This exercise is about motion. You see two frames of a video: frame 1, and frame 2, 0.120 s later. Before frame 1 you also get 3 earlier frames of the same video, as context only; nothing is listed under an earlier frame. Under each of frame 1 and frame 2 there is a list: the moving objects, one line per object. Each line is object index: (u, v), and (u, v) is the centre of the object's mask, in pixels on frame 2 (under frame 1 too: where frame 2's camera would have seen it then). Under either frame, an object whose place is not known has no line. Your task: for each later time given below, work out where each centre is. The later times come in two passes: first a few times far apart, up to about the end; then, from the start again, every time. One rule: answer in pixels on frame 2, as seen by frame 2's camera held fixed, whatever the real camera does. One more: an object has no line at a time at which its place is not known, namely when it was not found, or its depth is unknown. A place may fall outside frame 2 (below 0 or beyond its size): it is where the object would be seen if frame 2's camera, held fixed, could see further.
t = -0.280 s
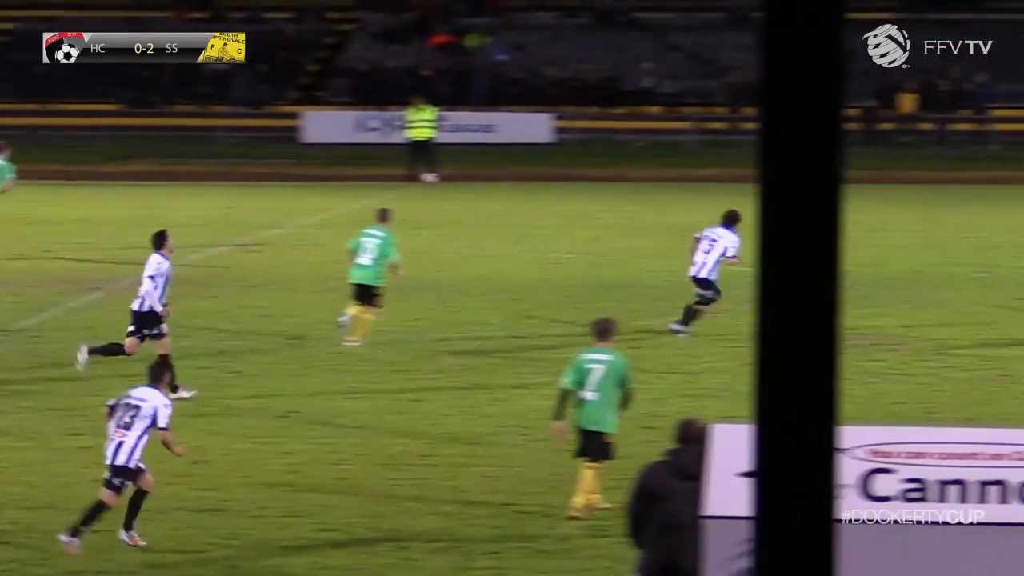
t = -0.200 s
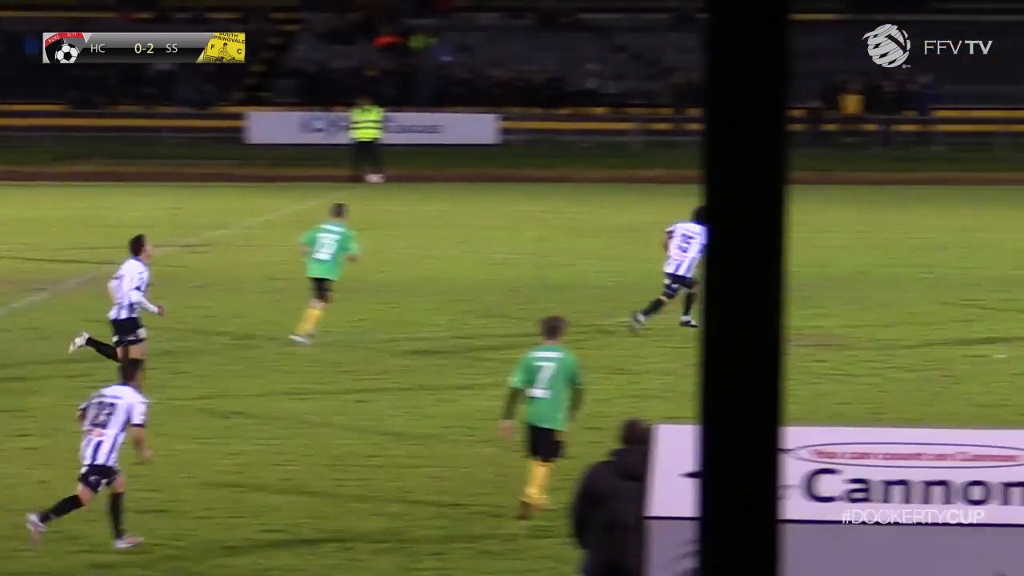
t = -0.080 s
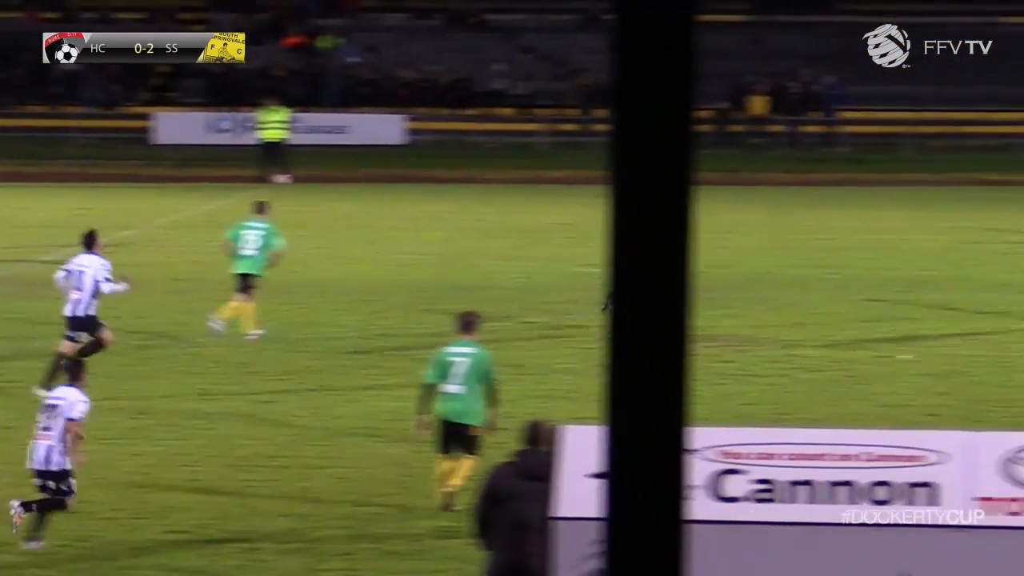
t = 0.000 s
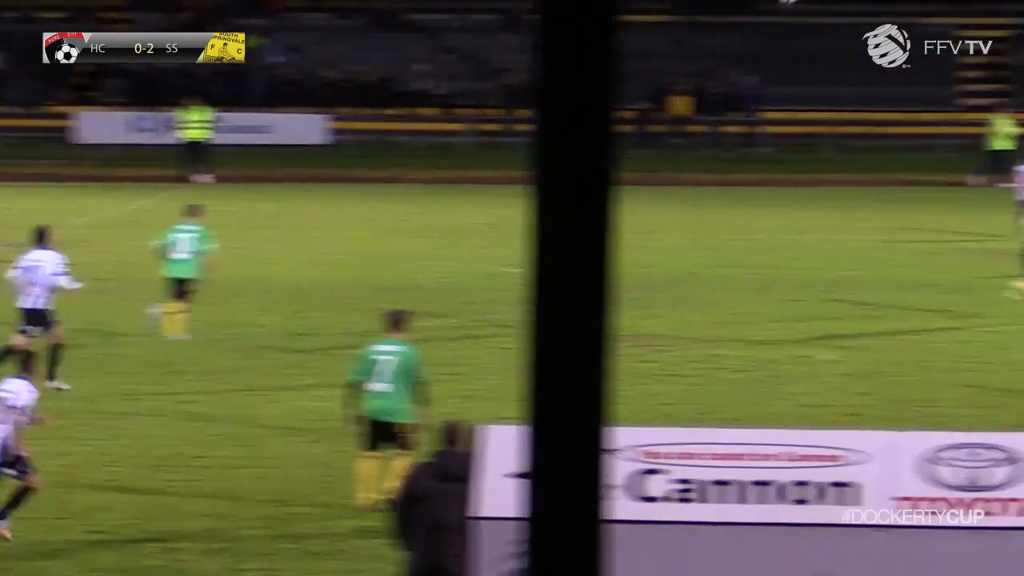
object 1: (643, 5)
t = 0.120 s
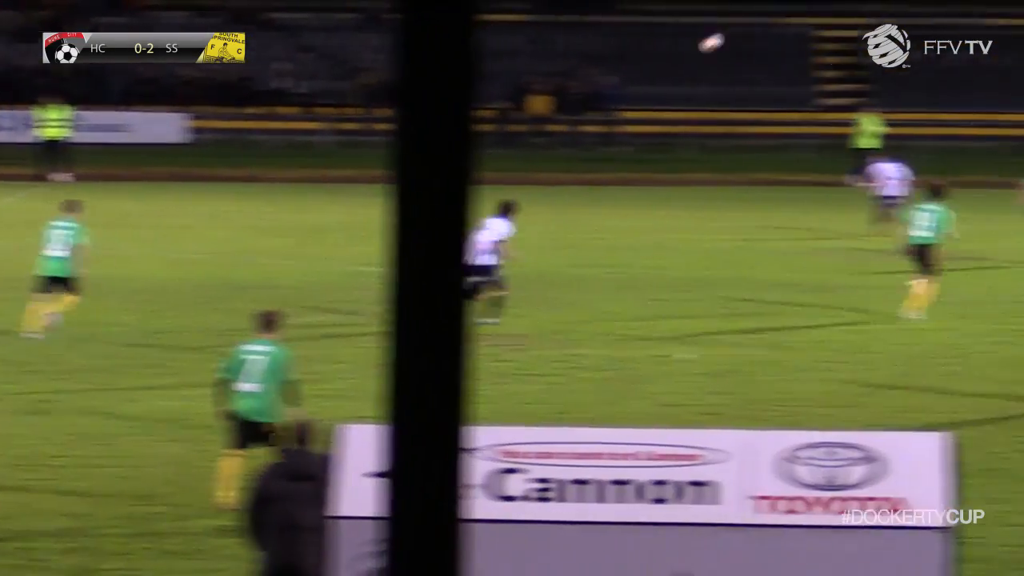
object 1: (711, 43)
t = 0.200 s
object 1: (750, 75)
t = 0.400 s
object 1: (820, 172)
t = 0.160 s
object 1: (731, 58)
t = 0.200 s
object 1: (750, 75)
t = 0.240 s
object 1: (769, 92)
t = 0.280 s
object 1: (787, 111)
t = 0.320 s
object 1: (802, 131)
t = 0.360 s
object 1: (811, 152)
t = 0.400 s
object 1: (820, 172)
